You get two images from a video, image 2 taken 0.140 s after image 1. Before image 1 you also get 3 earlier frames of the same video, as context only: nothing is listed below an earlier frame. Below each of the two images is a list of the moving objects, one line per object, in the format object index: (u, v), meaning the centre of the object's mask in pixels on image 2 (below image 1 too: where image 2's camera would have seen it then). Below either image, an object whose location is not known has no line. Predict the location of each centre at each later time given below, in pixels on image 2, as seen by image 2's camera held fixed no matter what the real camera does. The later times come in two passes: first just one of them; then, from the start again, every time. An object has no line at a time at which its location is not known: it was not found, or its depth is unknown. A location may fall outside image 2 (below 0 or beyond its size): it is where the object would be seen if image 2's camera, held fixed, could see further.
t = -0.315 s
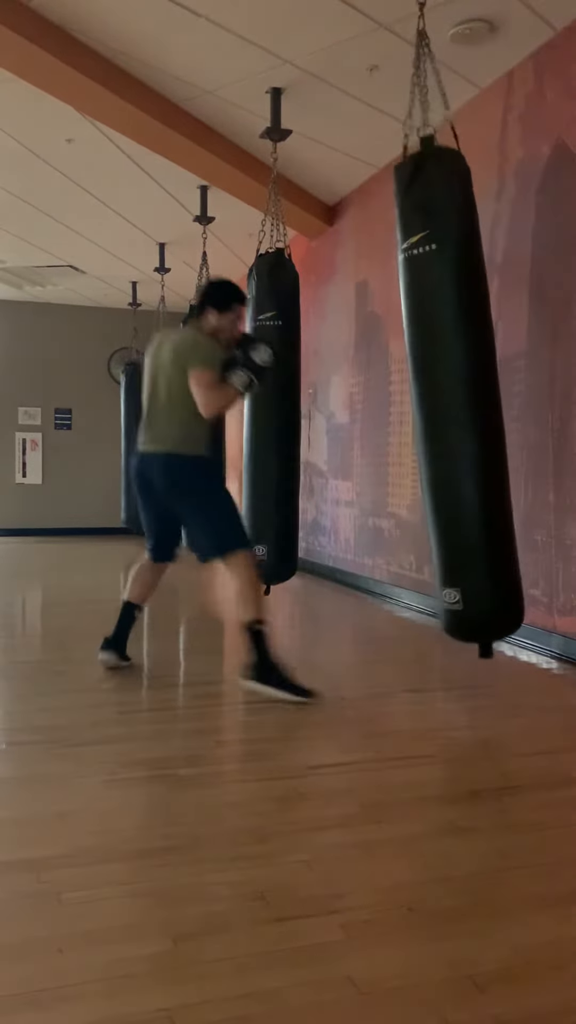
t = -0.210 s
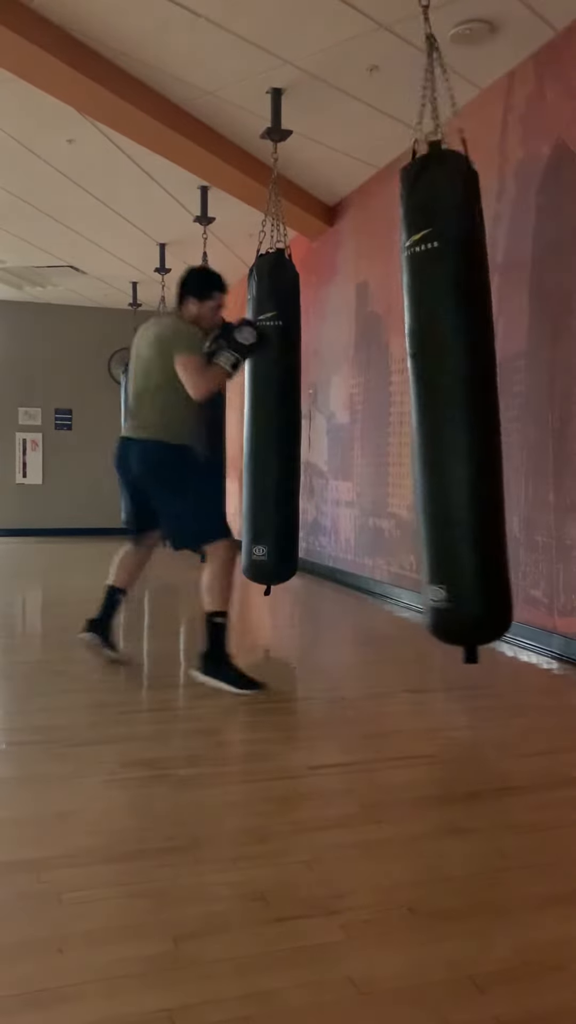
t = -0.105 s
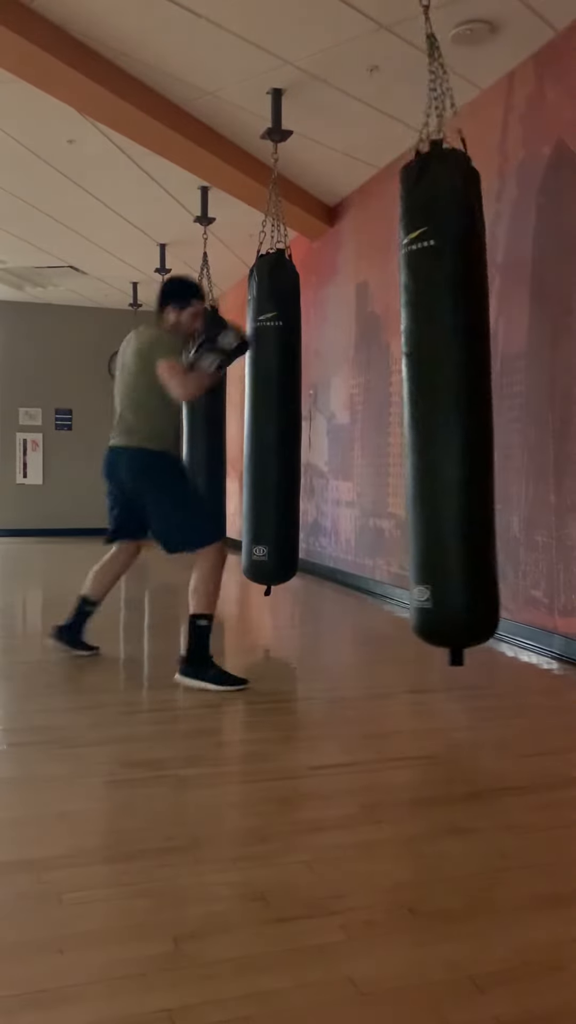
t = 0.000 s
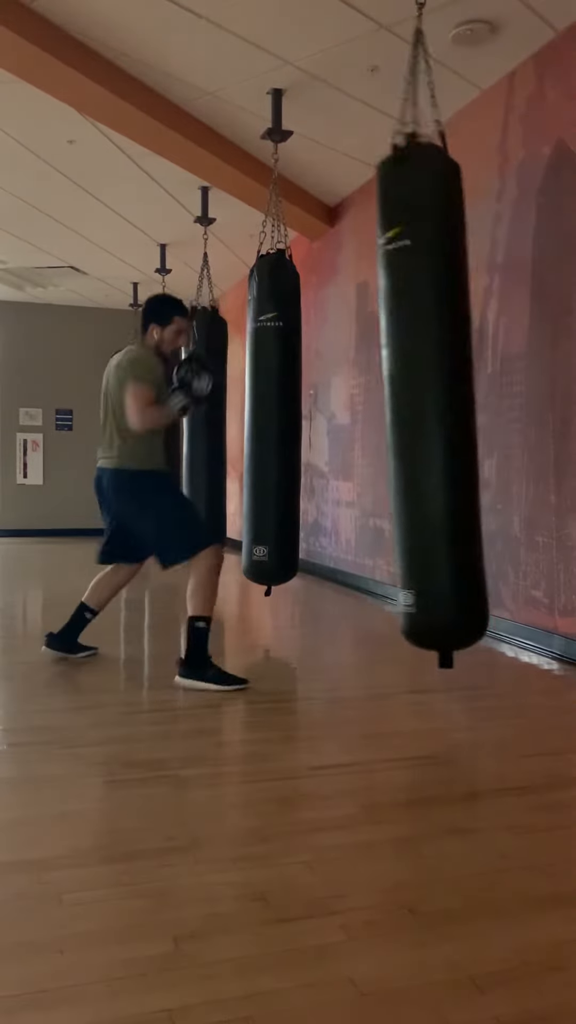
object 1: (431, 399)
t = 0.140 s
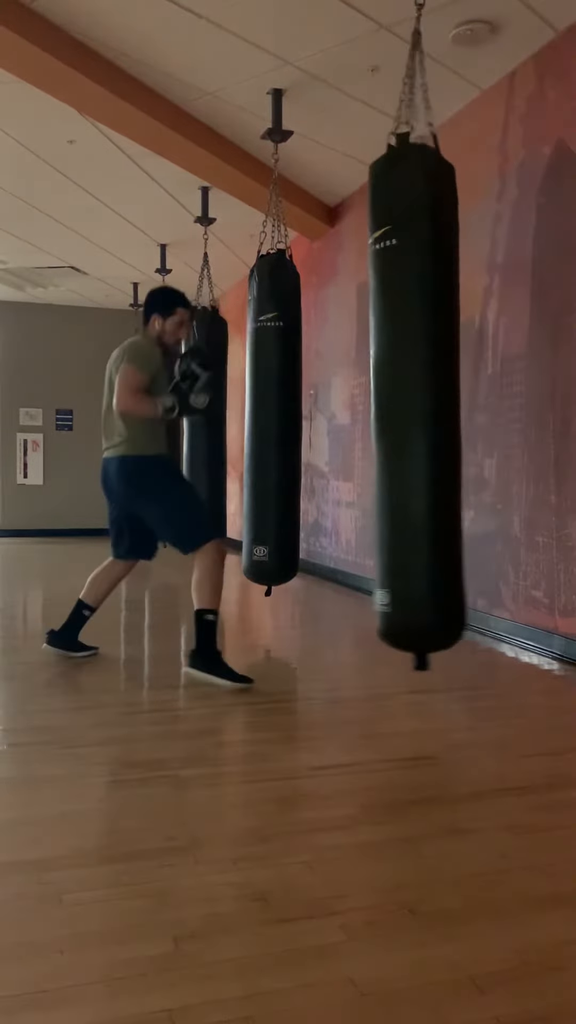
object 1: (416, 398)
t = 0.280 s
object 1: (405, 399)
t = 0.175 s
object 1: (413, 400)
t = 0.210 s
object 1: (411, 401)
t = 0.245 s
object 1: (408, 399)
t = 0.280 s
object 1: (405, 399)
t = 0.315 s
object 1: (401, 399)
